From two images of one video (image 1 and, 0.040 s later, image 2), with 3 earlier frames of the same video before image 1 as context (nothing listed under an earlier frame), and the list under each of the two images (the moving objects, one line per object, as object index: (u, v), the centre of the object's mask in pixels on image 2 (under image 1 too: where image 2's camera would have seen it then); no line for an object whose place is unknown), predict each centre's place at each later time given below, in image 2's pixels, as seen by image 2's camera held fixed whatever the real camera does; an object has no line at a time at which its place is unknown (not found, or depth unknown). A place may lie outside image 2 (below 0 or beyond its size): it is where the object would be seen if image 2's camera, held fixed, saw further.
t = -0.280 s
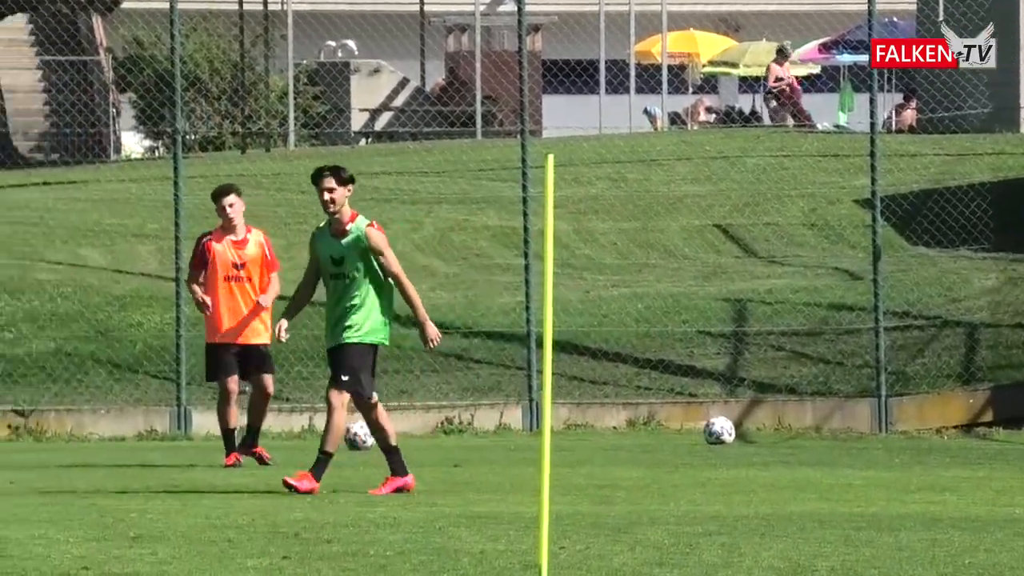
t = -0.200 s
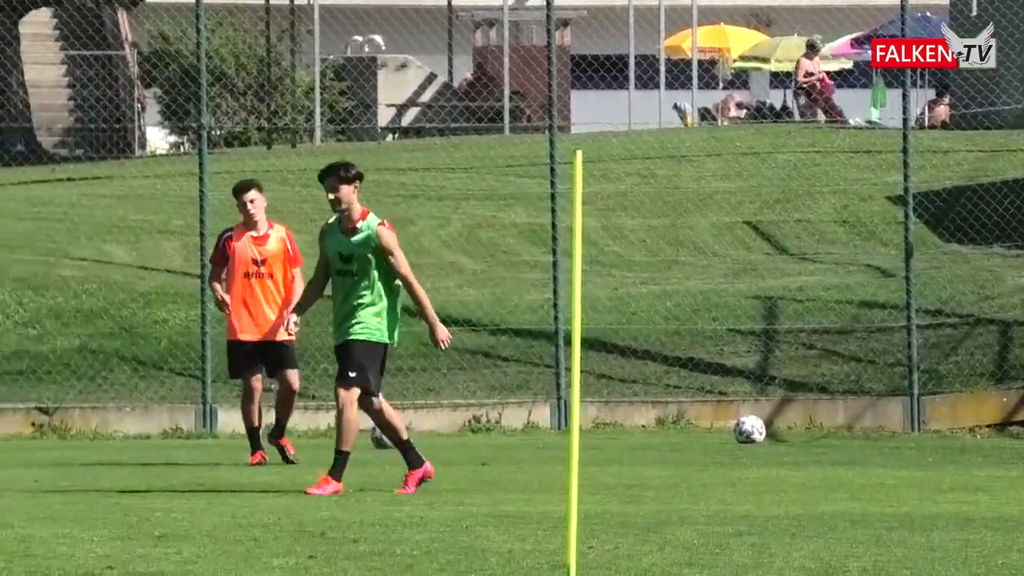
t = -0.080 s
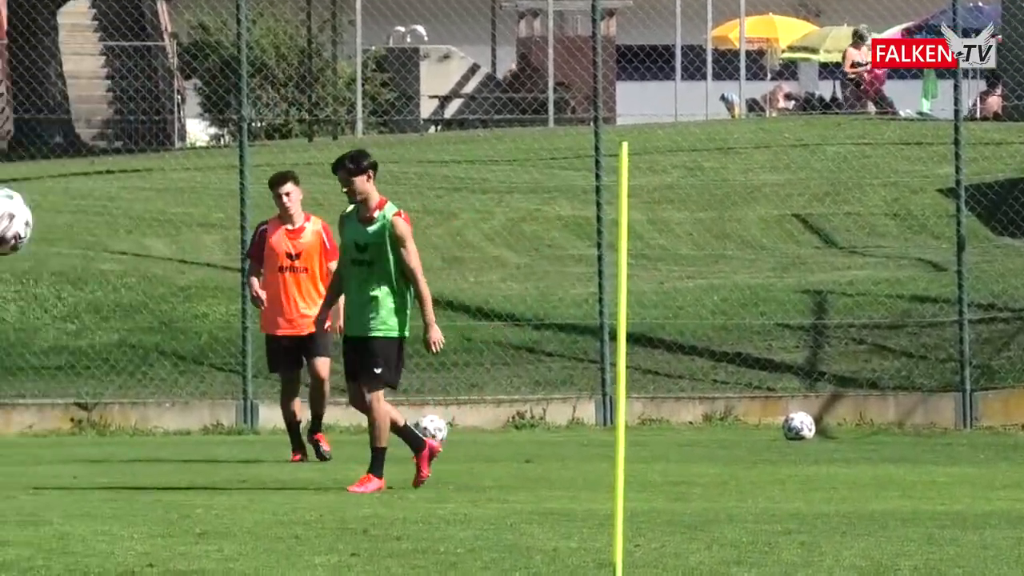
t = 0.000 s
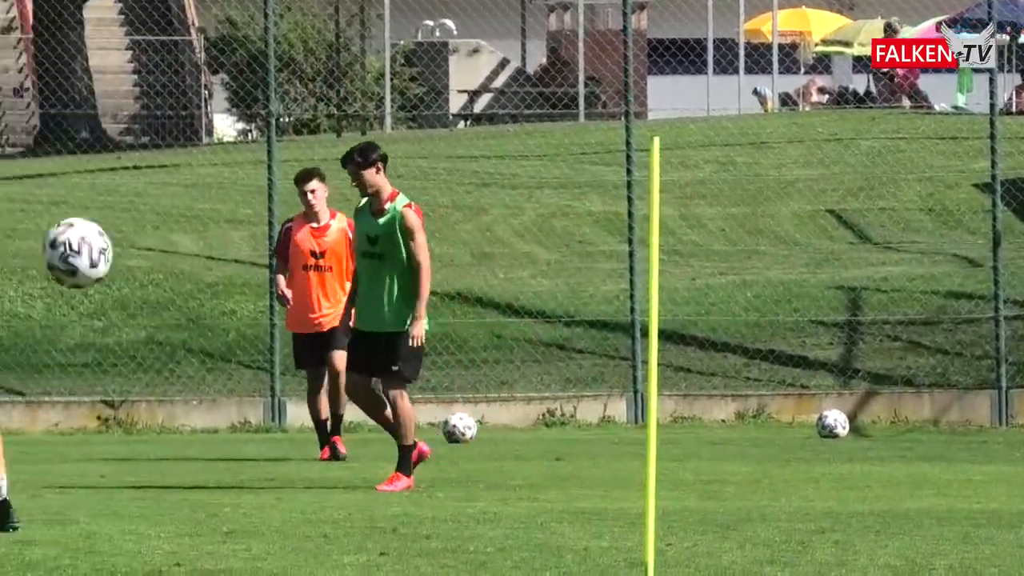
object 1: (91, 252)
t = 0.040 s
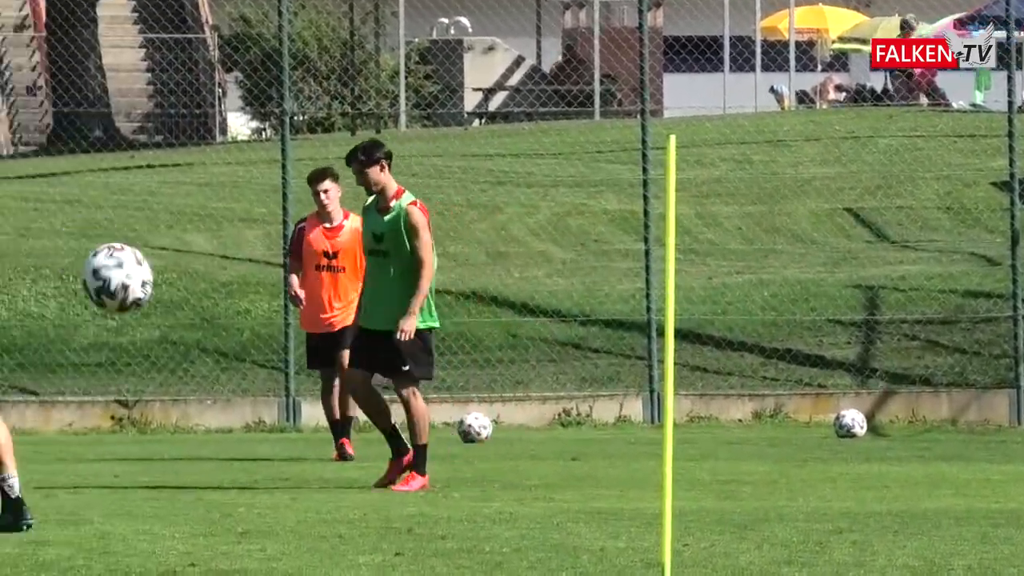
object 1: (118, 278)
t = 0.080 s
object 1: (145, 308)
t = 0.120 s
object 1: (172, 343)
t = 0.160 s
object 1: (198, 385)
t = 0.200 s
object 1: (226, 430)
